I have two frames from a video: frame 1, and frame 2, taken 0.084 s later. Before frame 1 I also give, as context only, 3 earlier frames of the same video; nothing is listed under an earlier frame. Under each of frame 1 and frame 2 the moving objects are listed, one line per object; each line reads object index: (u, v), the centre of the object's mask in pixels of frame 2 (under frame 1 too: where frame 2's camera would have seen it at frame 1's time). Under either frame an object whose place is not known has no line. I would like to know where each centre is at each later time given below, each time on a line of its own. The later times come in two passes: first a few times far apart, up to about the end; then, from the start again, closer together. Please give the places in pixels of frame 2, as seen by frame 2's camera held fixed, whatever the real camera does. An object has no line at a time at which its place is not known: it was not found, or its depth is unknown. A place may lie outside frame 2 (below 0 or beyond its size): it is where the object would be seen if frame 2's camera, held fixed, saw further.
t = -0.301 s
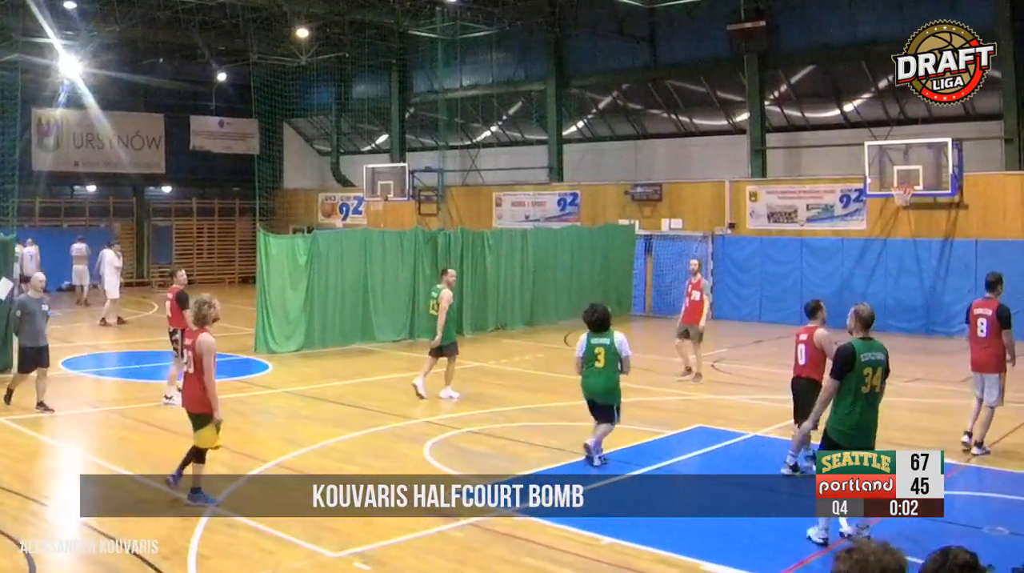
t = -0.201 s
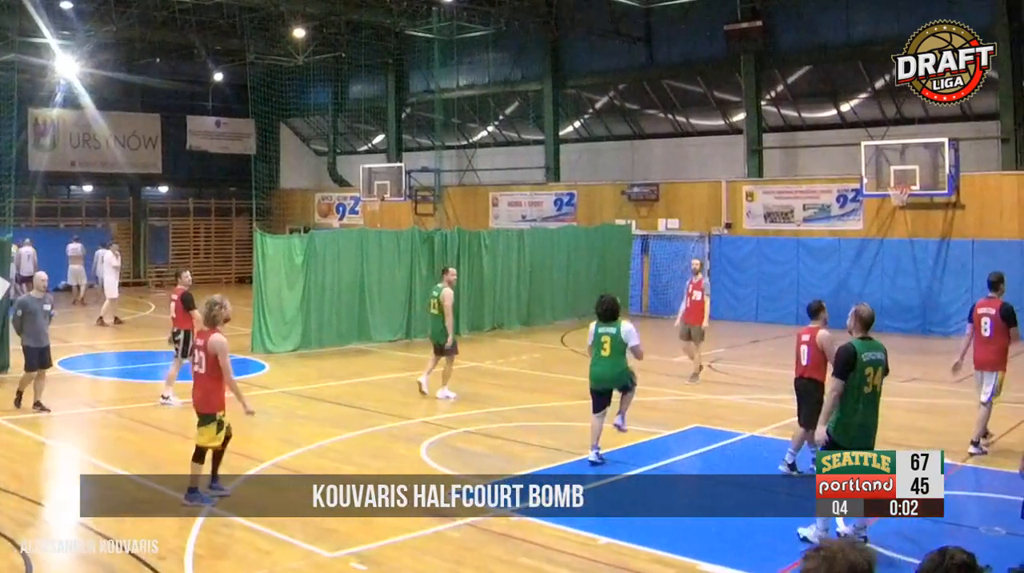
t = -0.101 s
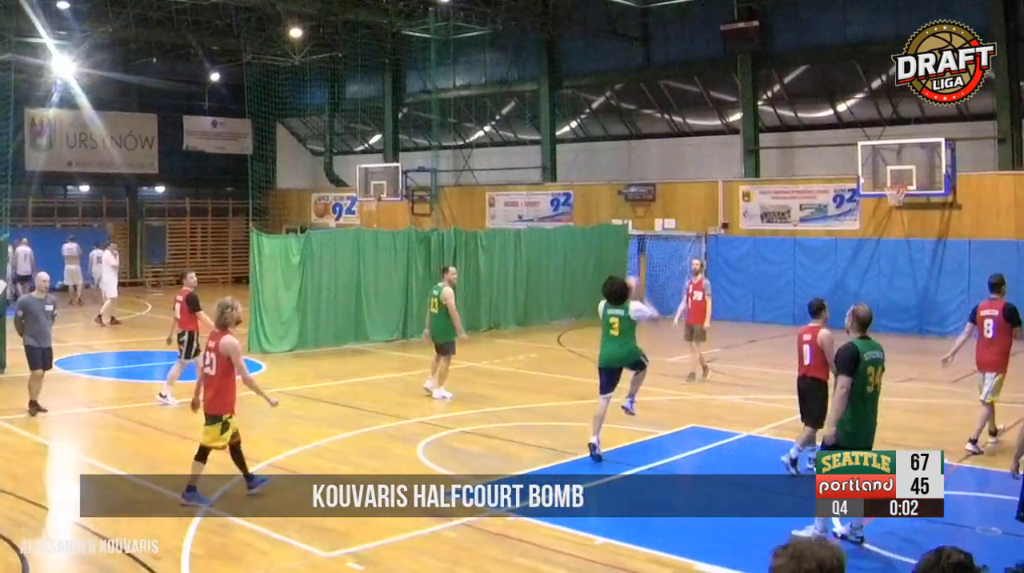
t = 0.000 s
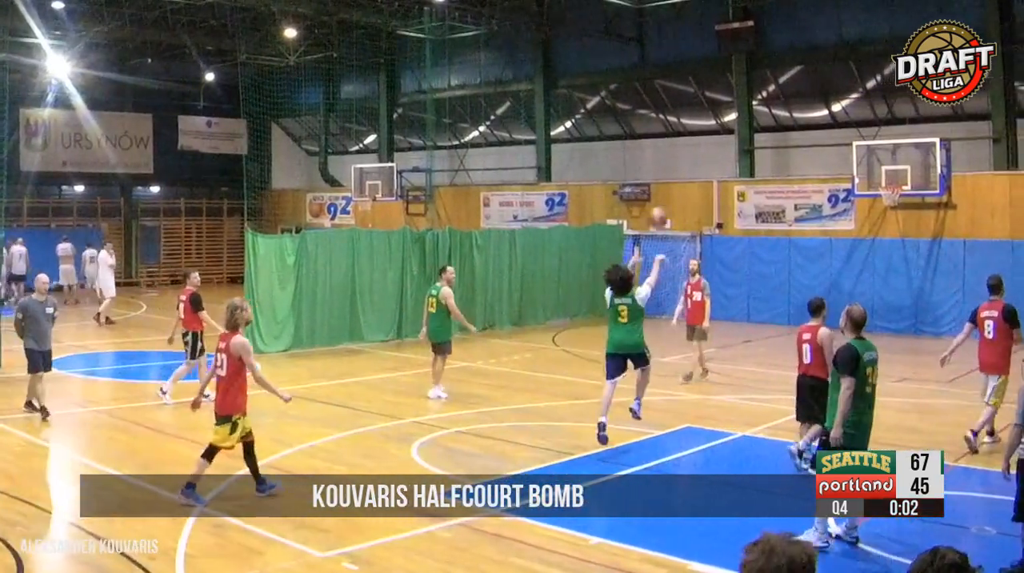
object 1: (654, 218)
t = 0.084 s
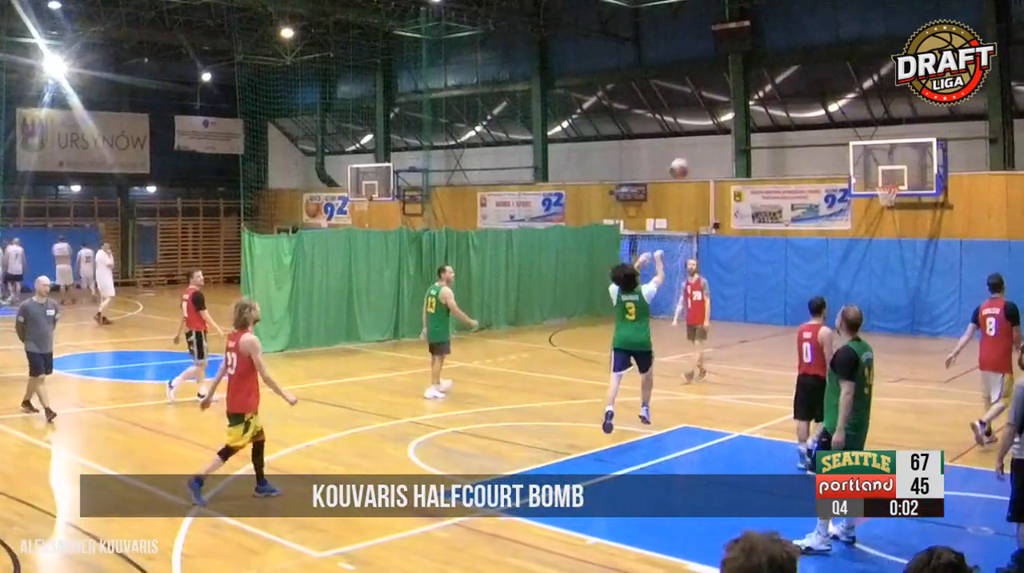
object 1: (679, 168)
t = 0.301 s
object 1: (731, 83)
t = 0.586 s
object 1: (784, 42)
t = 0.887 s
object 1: (831, 58)
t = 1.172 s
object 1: (870, 115)
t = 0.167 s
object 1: (701, 129)
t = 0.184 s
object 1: (705, 119)
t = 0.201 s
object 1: (710, 113)
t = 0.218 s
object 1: (713, 108)
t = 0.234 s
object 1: (717, 103)
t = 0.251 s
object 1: (721, 97)
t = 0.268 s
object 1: (725, 92)
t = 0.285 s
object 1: (728, 87)
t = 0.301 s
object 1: (731, 83)
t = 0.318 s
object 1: (735, 78)
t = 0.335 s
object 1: (738, 75)
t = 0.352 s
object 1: (742, 71)
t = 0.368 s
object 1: (745, 67)
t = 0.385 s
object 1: (748, 64)
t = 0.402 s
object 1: (751, 61)
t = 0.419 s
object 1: (754, 59)
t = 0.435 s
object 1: (757, 56)
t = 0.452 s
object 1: (761, 53)
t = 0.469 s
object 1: (763, 51)
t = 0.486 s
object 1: (766, 48)
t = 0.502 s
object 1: (769, 47)
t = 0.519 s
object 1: (772, 46)
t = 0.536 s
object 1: (775, 45)
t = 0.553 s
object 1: (778, 43)
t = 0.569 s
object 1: (780, 43)
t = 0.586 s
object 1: (784, 42)
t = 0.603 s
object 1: (786, 41)
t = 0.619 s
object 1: (789, 41)
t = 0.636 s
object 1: (791, 41)
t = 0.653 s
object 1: (794, 41)
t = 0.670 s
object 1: (797, 41)
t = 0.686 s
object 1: (800, 42)
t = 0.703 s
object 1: (803, 42)
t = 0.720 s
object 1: (805, 43)
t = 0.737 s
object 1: (808, 44)
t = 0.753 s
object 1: (811, 45)
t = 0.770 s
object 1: (813, 46)
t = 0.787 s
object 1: (816, 47)
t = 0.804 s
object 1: (818, 49)
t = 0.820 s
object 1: (821, 50)
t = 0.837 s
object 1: (823, 52)
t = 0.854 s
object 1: (826, 54)
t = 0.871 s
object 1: (828, 56)
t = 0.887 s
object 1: (831, 58)
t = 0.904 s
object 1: (833, 60)
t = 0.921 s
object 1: (835, 63)
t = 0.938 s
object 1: (837, 65)
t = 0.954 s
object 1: (840, 68)
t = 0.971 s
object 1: (842, 71)
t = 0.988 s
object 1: (844, 74)
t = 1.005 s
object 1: (847, 77)
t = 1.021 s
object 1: (850, 80)
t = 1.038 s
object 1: (851, 84)
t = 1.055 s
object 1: (853, 87)
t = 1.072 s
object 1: (855, 90)
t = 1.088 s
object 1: (858, 93)
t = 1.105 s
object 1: (860, 95)
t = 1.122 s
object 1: (862, 99)
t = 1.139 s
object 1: (865, 103)
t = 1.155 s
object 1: (867, 108)
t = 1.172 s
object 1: (870, 115)
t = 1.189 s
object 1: (871, 118)
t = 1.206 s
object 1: (871, 122)
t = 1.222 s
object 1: (873, 127)
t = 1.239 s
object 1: (876, 131)
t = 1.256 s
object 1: (878, 136)
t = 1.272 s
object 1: (880, 141)
